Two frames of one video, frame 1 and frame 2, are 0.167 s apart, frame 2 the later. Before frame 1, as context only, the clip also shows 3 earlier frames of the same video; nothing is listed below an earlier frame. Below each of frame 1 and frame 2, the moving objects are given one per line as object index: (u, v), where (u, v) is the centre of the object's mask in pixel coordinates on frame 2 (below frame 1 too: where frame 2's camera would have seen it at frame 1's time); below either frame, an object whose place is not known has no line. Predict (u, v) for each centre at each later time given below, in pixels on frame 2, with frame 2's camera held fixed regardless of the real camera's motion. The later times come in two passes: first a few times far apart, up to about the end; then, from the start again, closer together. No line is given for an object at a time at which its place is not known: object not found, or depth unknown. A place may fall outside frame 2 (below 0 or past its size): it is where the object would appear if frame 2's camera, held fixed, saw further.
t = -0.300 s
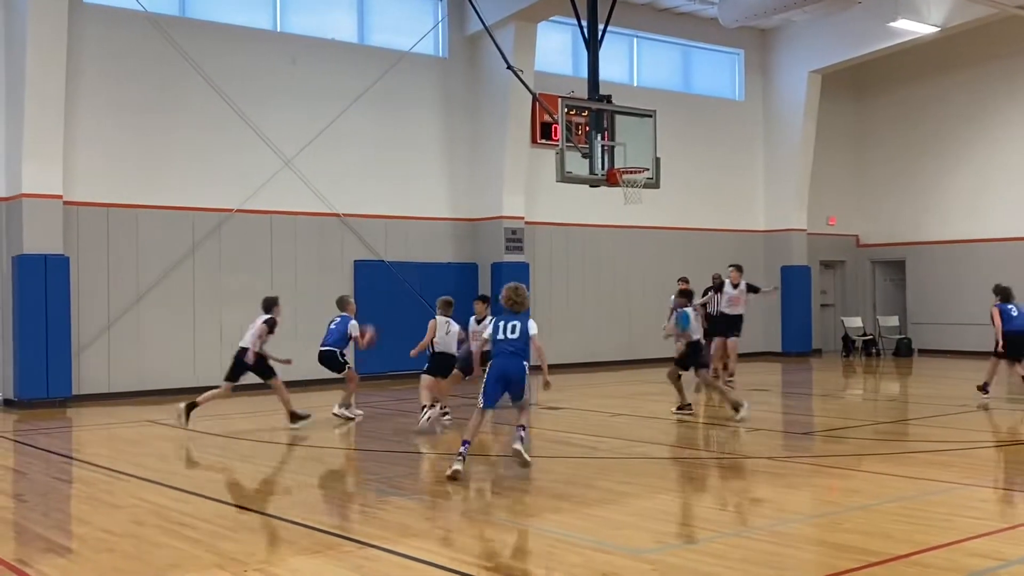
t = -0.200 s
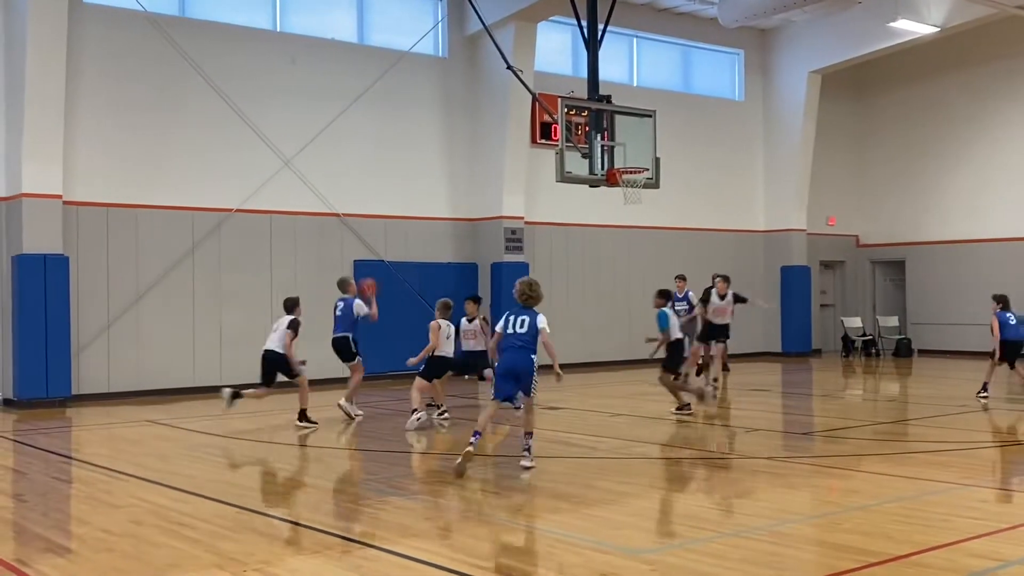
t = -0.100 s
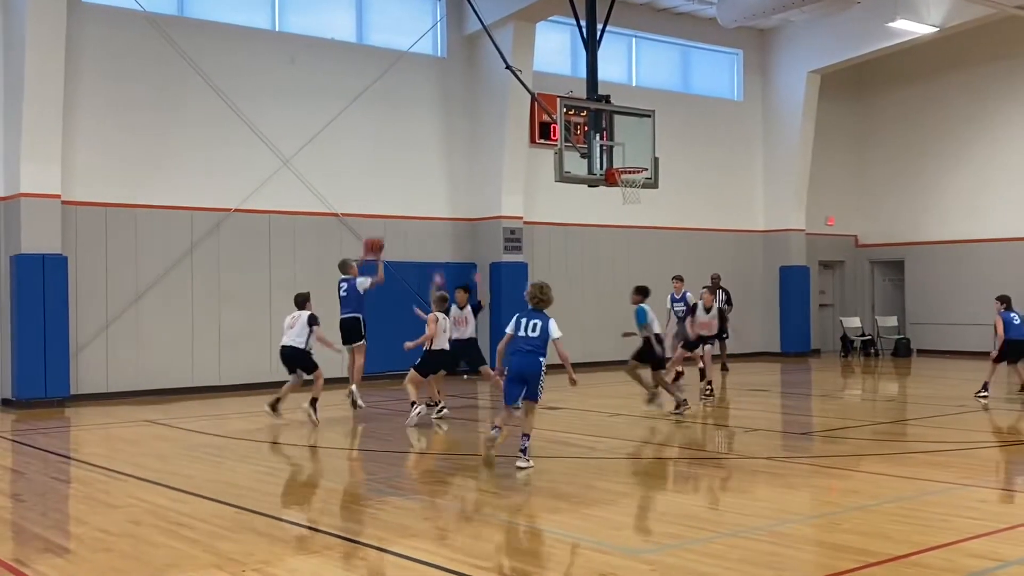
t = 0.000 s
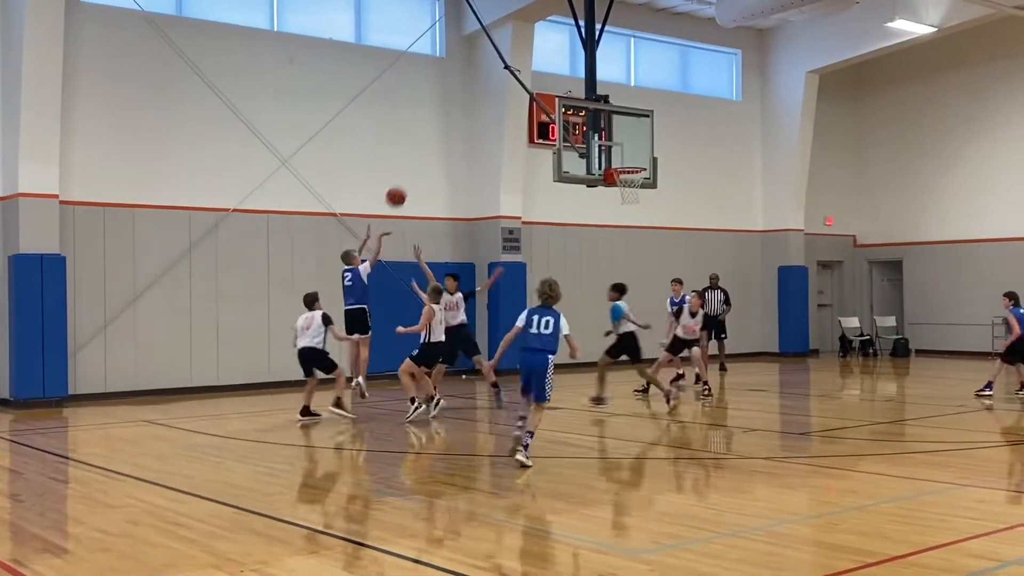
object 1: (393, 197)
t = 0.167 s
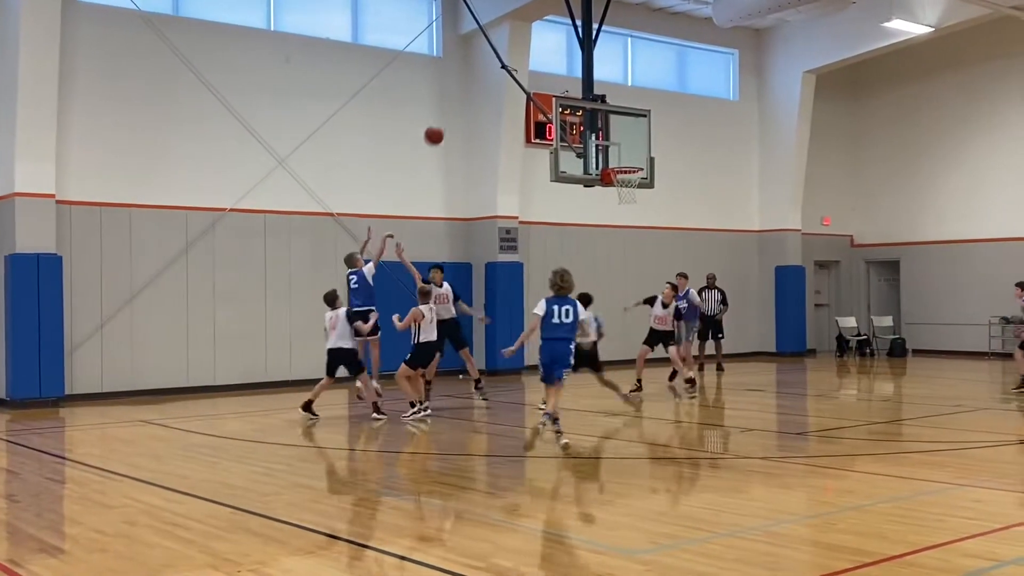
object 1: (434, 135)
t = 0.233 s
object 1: (449, 118)
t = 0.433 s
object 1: (495, 88)
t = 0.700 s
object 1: (553, 97)
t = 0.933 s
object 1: (600, 146)
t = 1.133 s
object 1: (611, 129)
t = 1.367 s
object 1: (613, 112)
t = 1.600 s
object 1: (616, 133)
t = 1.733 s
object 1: (618, 160)
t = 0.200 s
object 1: (442, 127)
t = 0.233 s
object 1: (449, 118)
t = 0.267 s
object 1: (457, 111)
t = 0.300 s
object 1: (465, 104)
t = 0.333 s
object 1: (473, 99)
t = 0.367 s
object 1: (480, 94)
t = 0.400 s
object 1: (488, 91)
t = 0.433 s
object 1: (495, 88)
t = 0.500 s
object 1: (510, 85)
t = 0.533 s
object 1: (518, 86)
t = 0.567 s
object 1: (525, 86)
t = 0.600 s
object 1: (532, 87)
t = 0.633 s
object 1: (539, 89)
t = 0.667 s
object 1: (545, 93)
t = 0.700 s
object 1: (553, 97)
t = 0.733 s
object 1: (560, 103)
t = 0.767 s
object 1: (566, 106)
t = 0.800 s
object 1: (573, 113)
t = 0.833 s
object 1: (580, 121)
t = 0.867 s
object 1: (585, 129)
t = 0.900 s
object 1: (594, 137)
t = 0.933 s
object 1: (600, 146)
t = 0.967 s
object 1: (606, 156)
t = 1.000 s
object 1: (609, 156)
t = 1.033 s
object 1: (610, 147)
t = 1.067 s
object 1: (609, 140)
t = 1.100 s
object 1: (609, 134)
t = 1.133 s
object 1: (611, 129)
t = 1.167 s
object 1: (611, 124)
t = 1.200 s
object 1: (611, 120)
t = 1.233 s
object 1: (612, 117)
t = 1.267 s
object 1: (612, 115)
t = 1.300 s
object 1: (613, 113)
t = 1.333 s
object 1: (613, 112)
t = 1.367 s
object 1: (613, 112)
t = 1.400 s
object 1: (613, 113)
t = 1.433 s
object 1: (614, 114)
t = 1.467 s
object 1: (614, 115)
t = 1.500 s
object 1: (615, 119)
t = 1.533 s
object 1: (615, 123)
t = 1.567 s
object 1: (615, 128)
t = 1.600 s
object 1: (616, 133)
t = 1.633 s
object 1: (616, 139)
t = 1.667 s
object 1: (617, 147)
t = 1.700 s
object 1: (617, 155)
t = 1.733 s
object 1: (618, 160)
